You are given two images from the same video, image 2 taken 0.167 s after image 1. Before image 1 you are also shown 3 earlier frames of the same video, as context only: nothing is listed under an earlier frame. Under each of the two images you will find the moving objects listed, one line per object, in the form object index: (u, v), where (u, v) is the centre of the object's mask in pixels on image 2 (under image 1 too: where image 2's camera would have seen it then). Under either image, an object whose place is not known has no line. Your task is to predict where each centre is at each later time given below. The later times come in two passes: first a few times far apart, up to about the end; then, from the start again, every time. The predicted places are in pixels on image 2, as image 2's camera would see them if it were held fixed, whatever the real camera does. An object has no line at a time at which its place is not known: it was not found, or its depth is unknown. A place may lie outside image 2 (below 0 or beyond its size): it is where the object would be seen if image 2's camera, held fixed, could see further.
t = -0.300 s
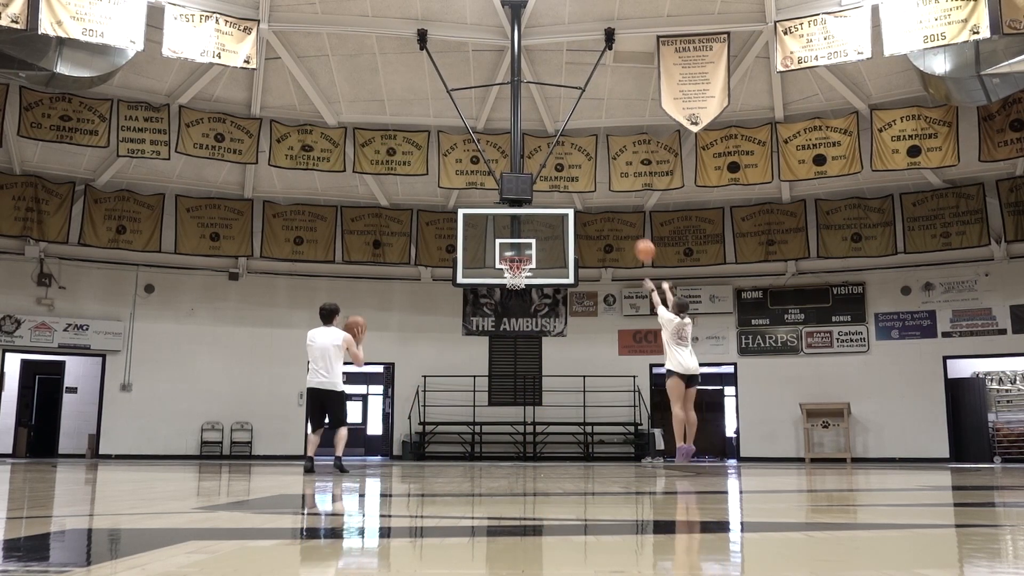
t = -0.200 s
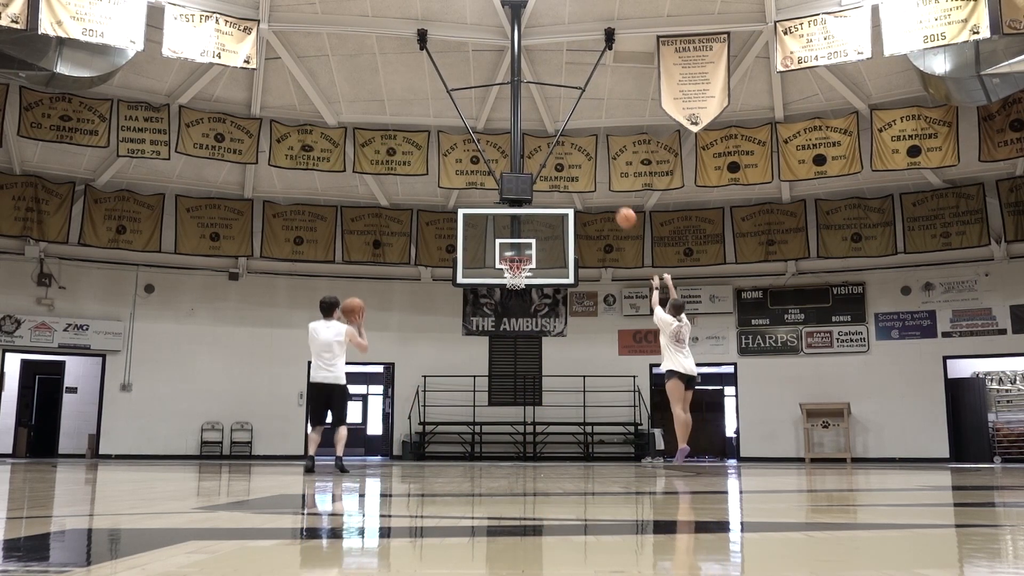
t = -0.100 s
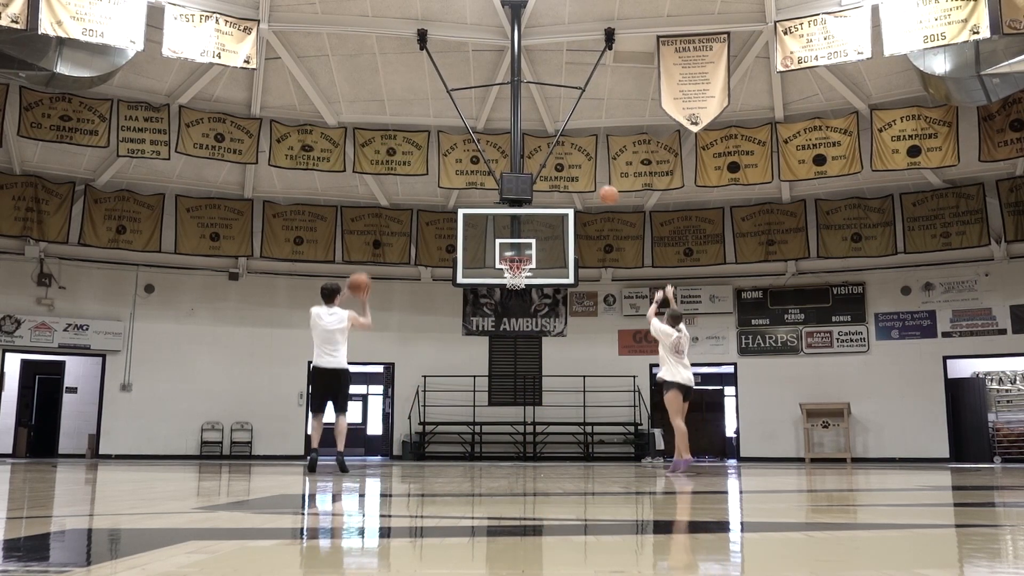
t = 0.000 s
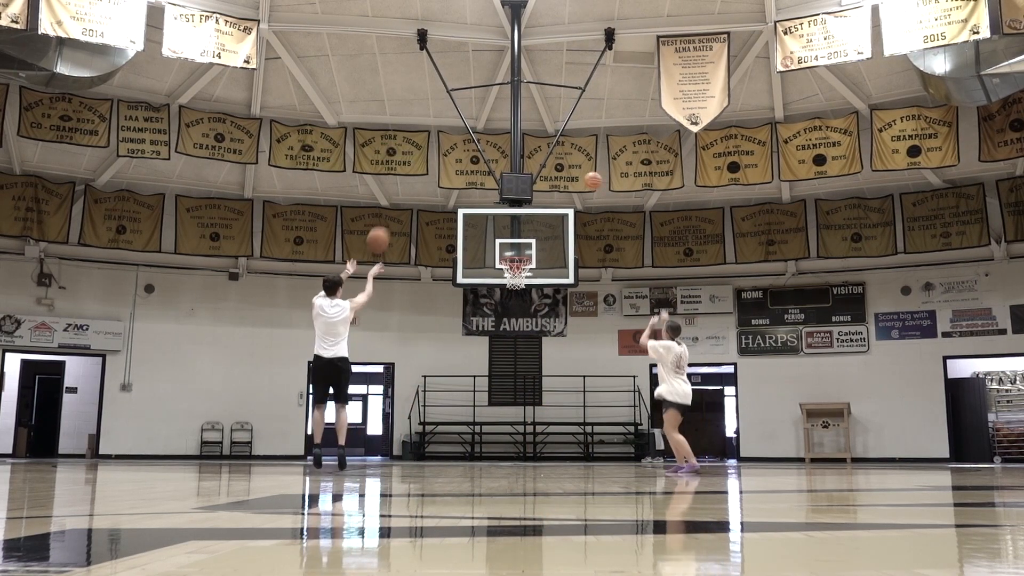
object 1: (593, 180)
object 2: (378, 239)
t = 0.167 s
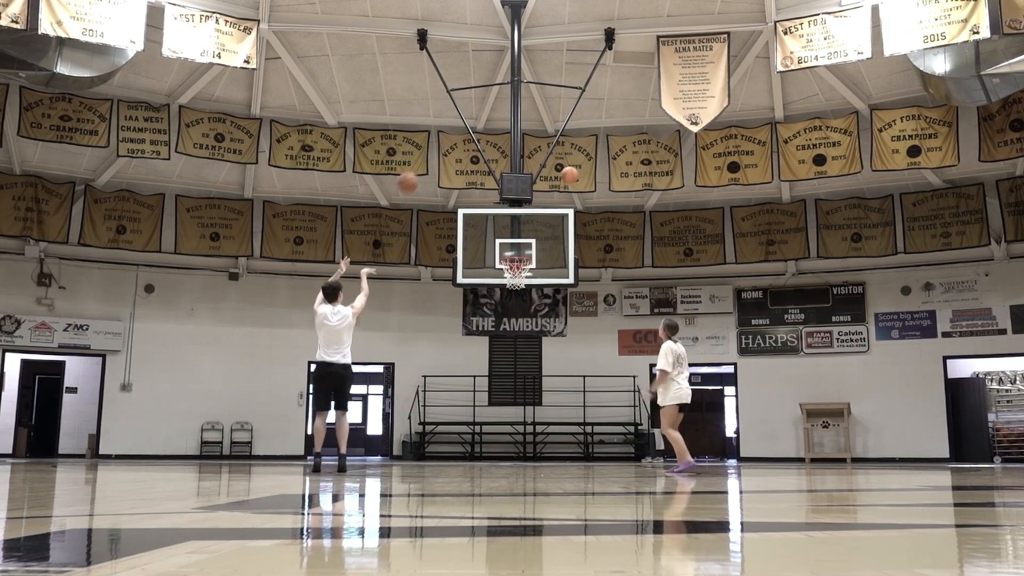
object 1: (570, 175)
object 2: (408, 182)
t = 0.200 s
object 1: (565, 176)
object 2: (413, 174)
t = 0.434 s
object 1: (537, 203)
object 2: (446, 147)
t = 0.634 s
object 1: (516, 251)
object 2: (469, 156)
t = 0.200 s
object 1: (565, 176)
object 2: (413, 174)
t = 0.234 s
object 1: (561, 178)
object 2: (418, 167)
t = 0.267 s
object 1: (557, 181)
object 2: (423, 162)
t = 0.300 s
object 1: (553, 184)
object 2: (427, 157)
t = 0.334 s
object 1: (549, 188)
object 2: (433, 153)
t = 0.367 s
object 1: (545, 192)
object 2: (437, 150)
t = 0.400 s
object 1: (540, 198)
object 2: (442, 149)
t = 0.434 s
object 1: (537, 203)
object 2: (446, 147)
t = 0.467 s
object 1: (533, 211)
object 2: (450, 147)
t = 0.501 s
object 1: (529, 219)
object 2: (453, 147)
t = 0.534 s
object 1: (526, 226)
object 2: (458, 148)
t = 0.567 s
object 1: (522, 232)
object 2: (462, 150)
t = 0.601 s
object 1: (519, 242)
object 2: (466, 153)
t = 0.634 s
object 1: (516, 251)
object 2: (469, 156)
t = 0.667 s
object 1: (514, 261)
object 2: (473, 160)
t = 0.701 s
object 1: (516, 265)
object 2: (476, 164)
